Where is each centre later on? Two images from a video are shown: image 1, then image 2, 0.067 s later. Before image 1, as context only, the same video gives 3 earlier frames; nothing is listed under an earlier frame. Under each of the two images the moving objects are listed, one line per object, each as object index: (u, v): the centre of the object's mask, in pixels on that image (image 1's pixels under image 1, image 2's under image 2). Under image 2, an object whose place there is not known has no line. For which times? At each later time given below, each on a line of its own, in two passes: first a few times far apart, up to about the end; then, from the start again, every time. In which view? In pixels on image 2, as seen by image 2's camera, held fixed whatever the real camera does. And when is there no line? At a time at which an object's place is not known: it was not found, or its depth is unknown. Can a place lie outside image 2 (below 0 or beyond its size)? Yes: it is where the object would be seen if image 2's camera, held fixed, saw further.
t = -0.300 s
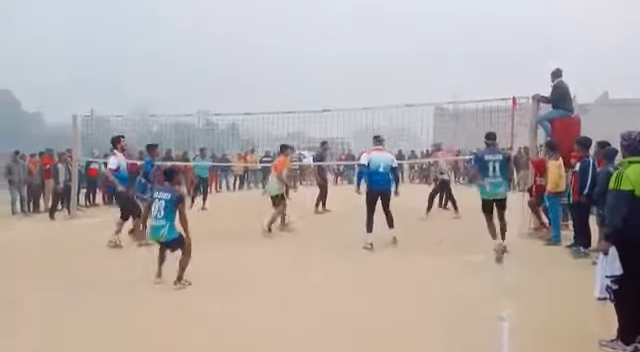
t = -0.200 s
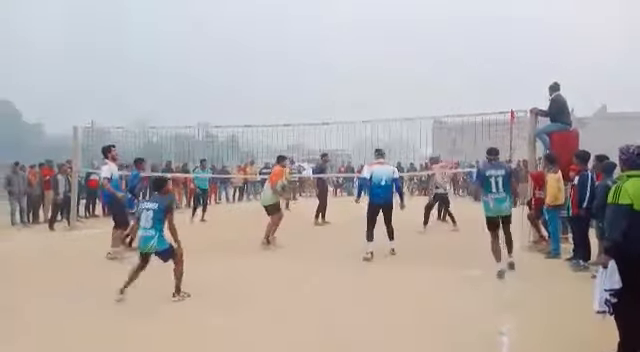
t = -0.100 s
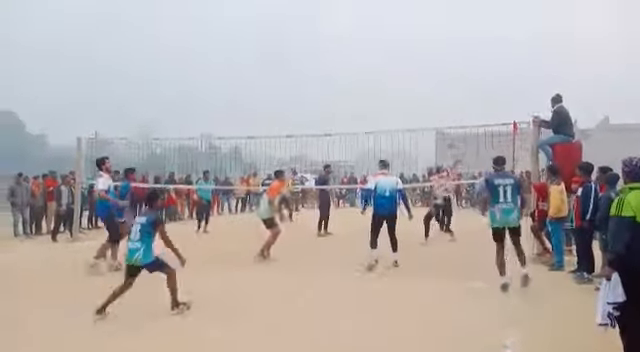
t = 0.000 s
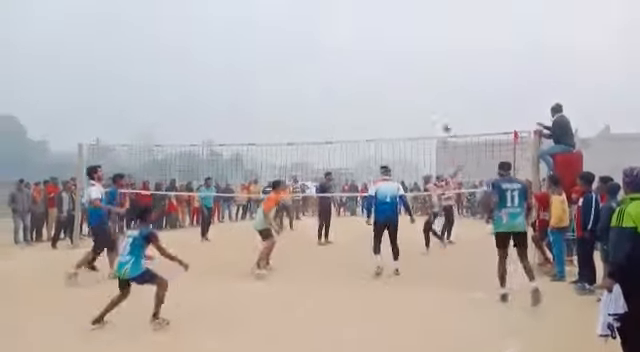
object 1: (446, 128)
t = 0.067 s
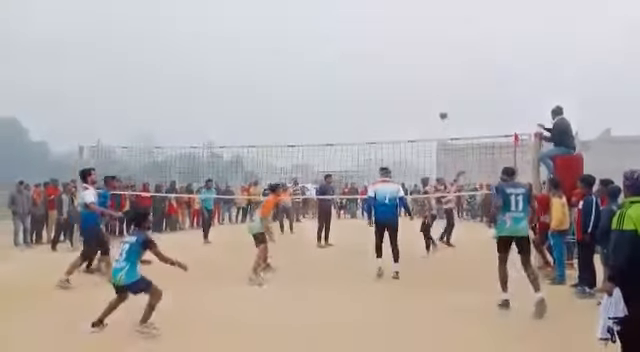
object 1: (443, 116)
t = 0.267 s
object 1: (431, 76)
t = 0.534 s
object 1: (408, 50)
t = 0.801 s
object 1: (382, 57)
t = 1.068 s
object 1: (352, 111)
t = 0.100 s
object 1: (441, 108)
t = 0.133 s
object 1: (439, 101)
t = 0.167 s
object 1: (437, 94)
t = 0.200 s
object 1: (435, 88)
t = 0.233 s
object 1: (432, 82)
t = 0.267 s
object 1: (431, 76)
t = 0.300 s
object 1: (428, 71)
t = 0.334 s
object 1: (425, 67)
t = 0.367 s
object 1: (422, 63)
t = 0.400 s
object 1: (420, 59)
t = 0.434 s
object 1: (417, 56)
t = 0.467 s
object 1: (415, 54)
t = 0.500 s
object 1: (411, 51)
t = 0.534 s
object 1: (408, 50)
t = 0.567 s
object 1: (405, 49)
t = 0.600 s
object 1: (402, 48)
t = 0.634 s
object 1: (399, 49)
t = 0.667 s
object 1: (396, 49)
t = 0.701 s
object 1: (393, 50)
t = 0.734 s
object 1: (389, 52)
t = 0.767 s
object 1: (386, 54)
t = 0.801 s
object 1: (382, 57)
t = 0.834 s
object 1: (379, 61)
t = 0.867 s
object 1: (376, 66)
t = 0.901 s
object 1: (371, 71)
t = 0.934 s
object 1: (368, 78)
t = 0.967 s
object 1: (365, 85)
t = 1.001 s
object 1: (360, 93)
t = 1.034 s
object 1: (356, 101)
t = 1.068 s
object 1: (352, 111)
